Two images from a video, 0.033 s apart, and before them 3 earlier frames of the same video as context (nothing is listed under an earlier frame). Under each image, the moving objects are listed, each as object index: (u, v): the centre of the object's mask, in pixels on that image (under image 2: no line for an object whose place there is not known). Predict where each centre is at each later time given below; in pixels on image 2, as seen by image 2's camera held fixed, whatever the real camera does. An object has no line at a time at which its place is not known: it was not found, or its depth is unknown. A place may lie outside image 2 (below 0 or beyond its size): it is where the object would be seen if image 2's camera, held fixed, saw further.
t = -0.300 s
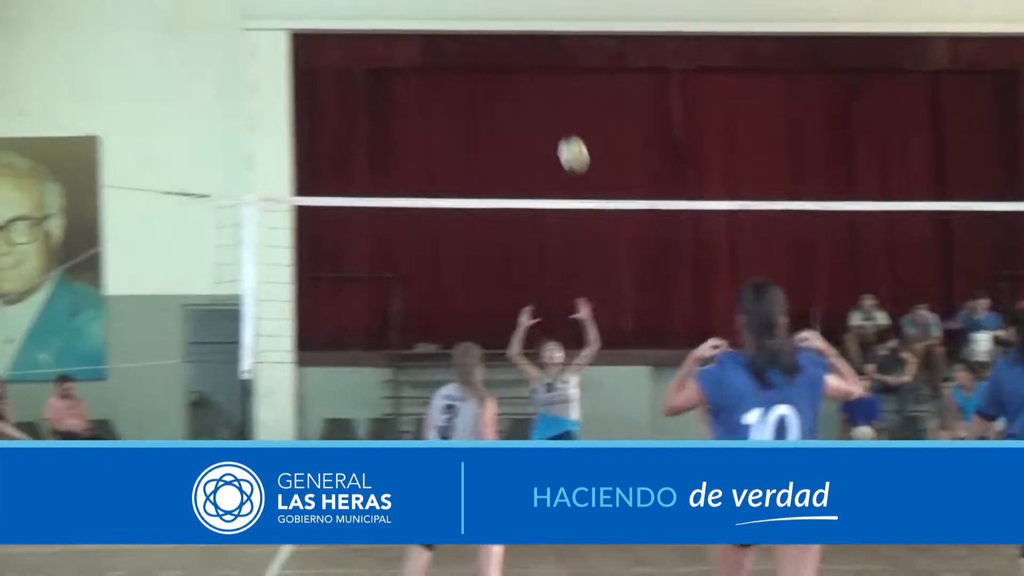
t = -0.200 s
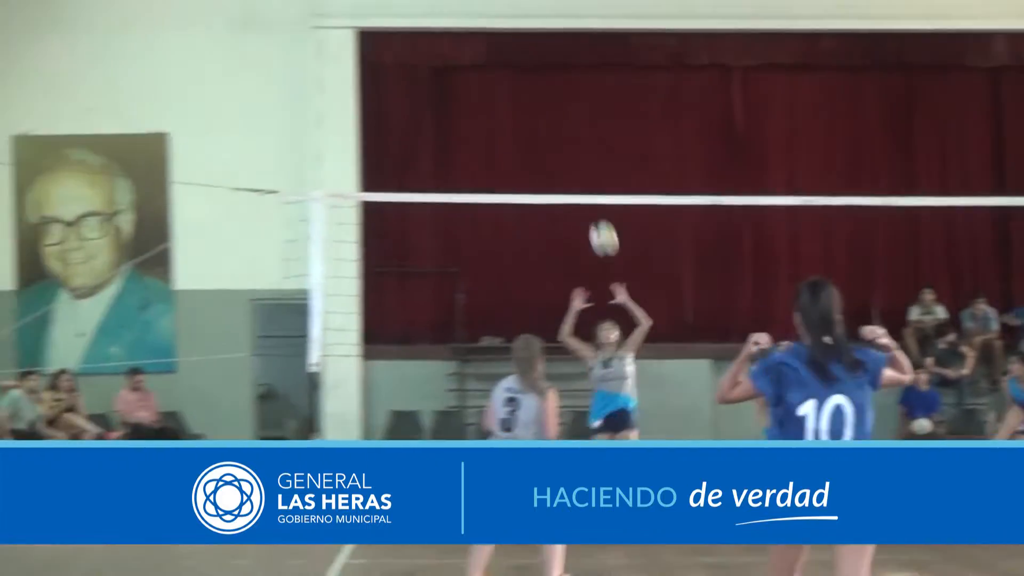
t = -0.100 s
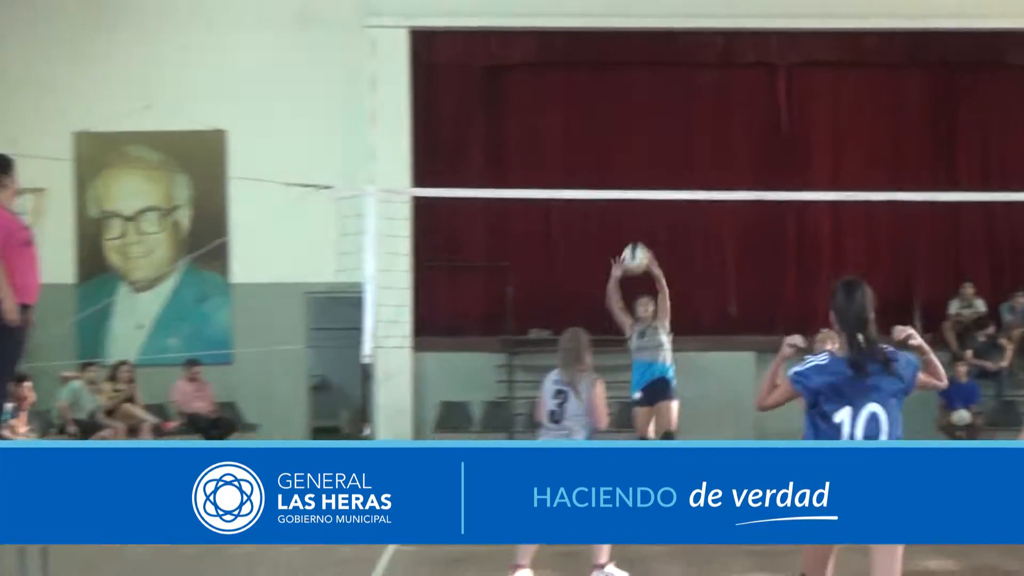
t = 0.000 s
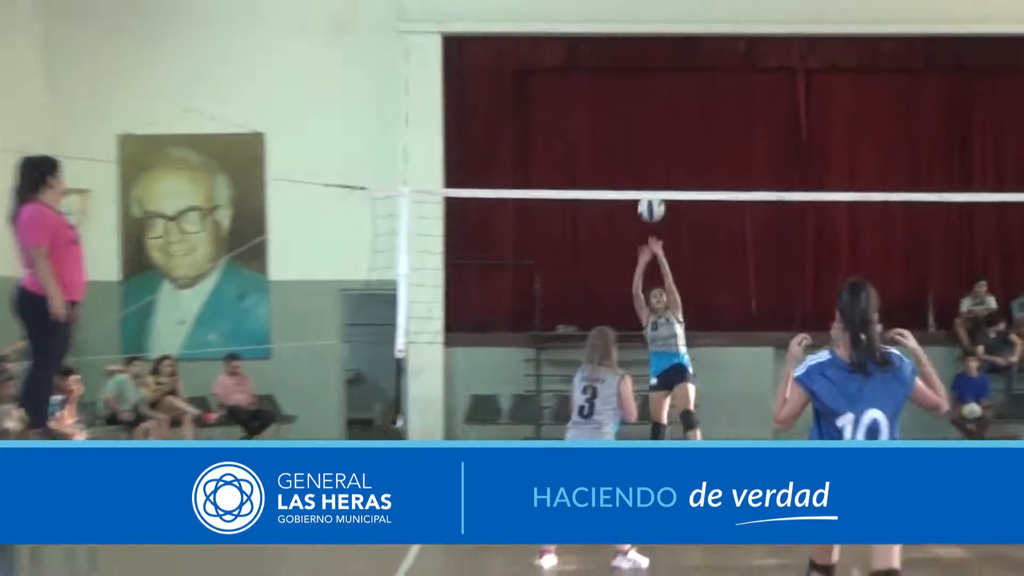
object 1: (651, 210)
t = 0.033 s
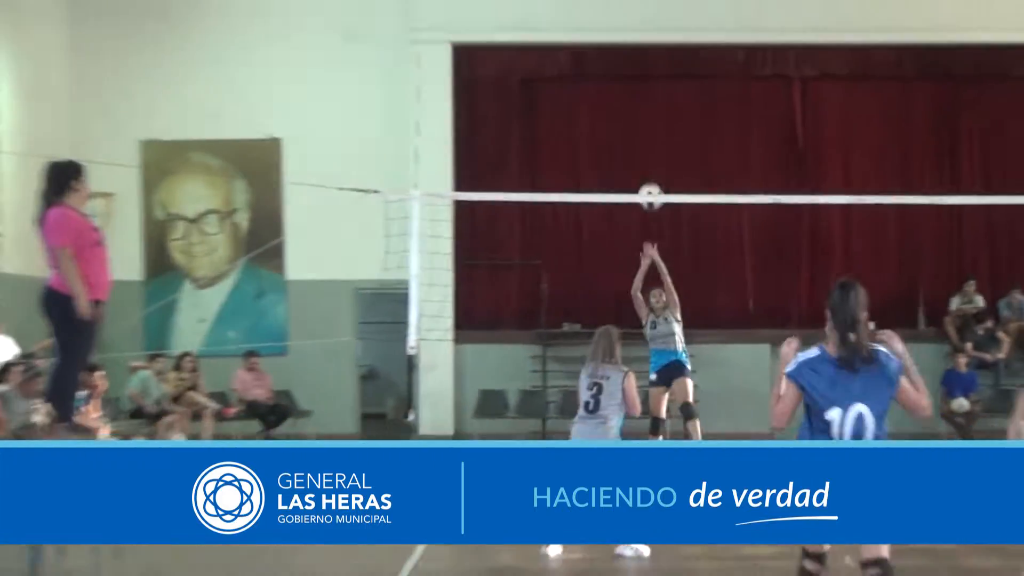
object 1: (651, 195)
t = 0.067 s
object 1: (648, 183)
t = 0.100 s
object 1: (646, 173)
